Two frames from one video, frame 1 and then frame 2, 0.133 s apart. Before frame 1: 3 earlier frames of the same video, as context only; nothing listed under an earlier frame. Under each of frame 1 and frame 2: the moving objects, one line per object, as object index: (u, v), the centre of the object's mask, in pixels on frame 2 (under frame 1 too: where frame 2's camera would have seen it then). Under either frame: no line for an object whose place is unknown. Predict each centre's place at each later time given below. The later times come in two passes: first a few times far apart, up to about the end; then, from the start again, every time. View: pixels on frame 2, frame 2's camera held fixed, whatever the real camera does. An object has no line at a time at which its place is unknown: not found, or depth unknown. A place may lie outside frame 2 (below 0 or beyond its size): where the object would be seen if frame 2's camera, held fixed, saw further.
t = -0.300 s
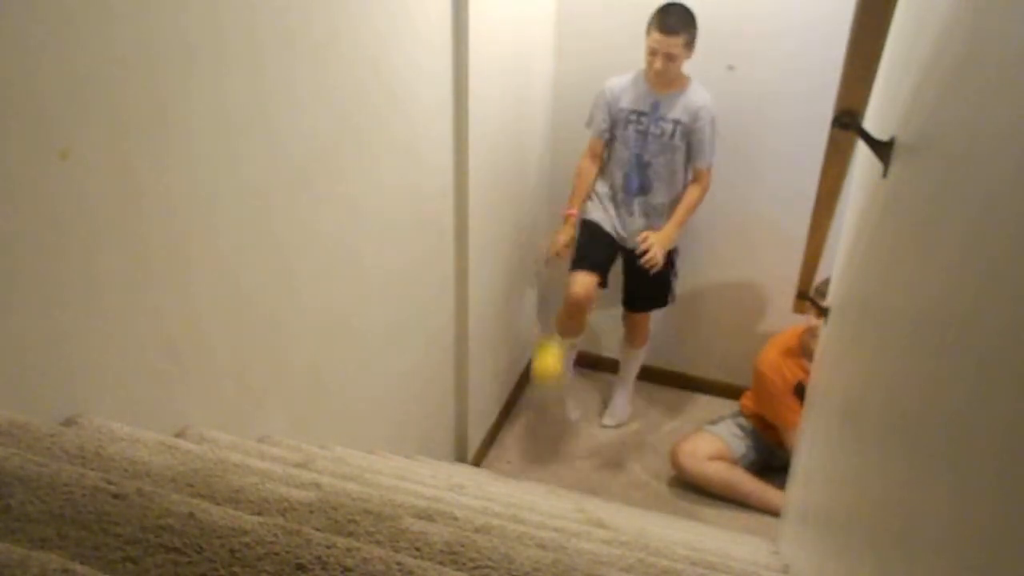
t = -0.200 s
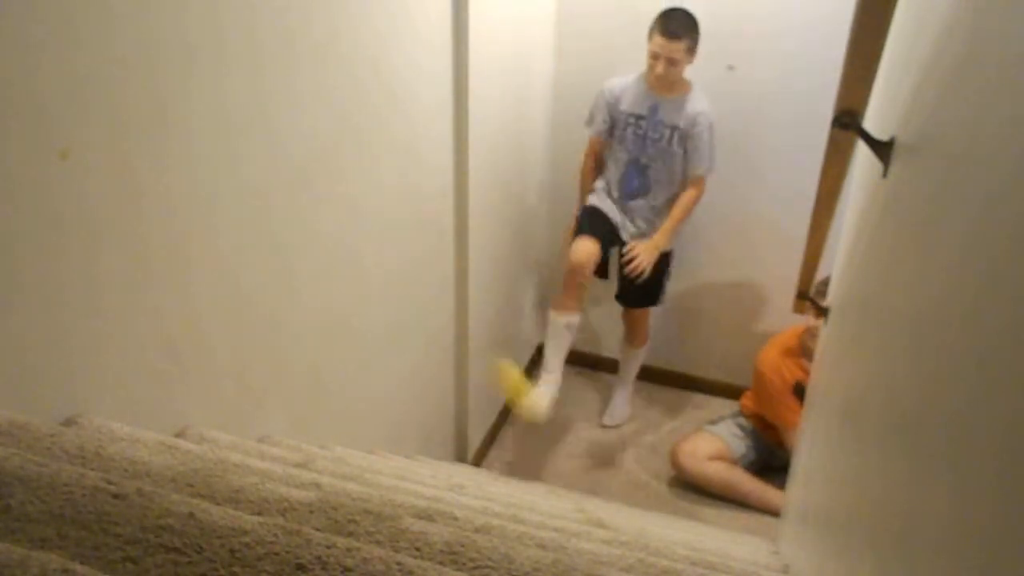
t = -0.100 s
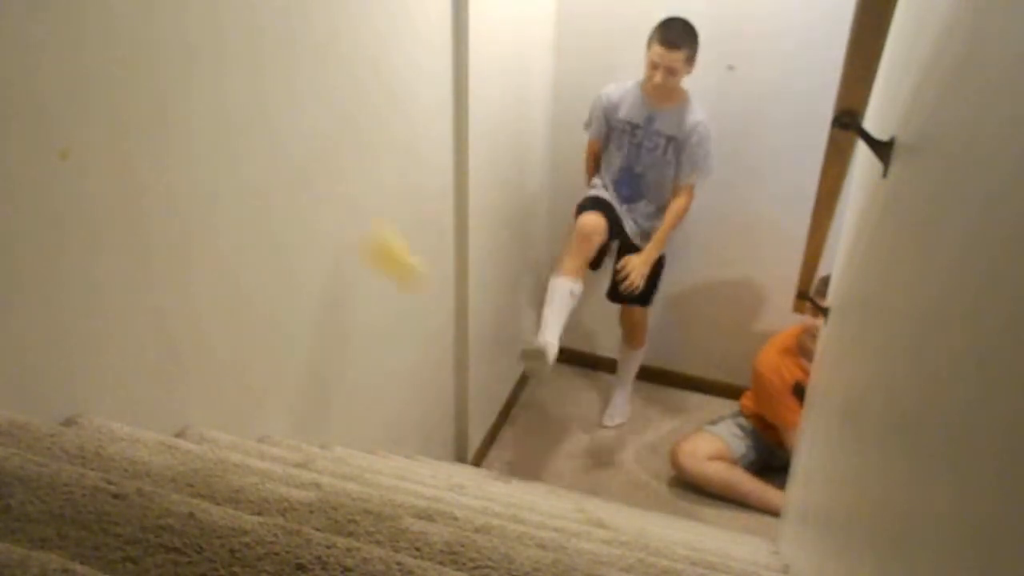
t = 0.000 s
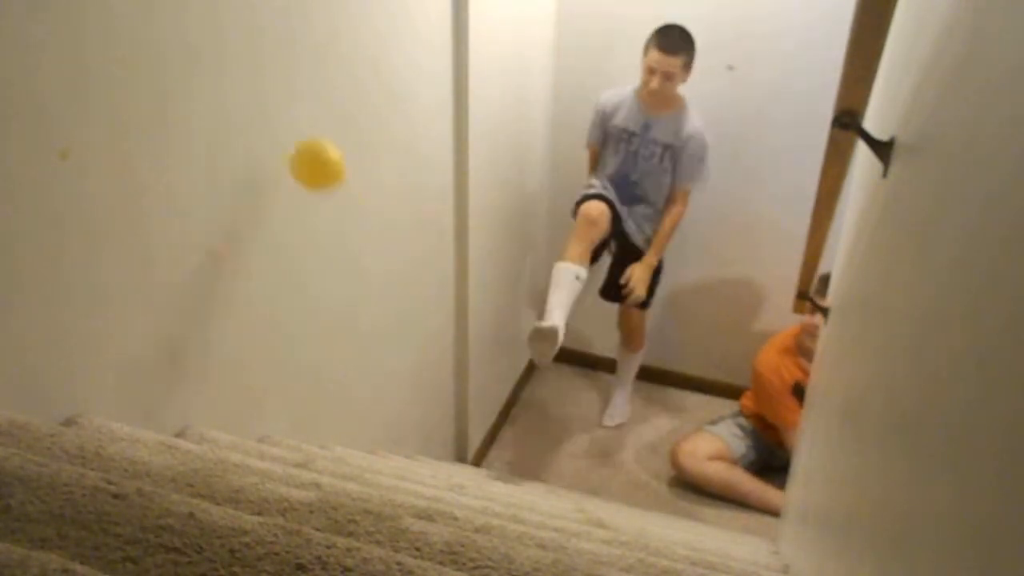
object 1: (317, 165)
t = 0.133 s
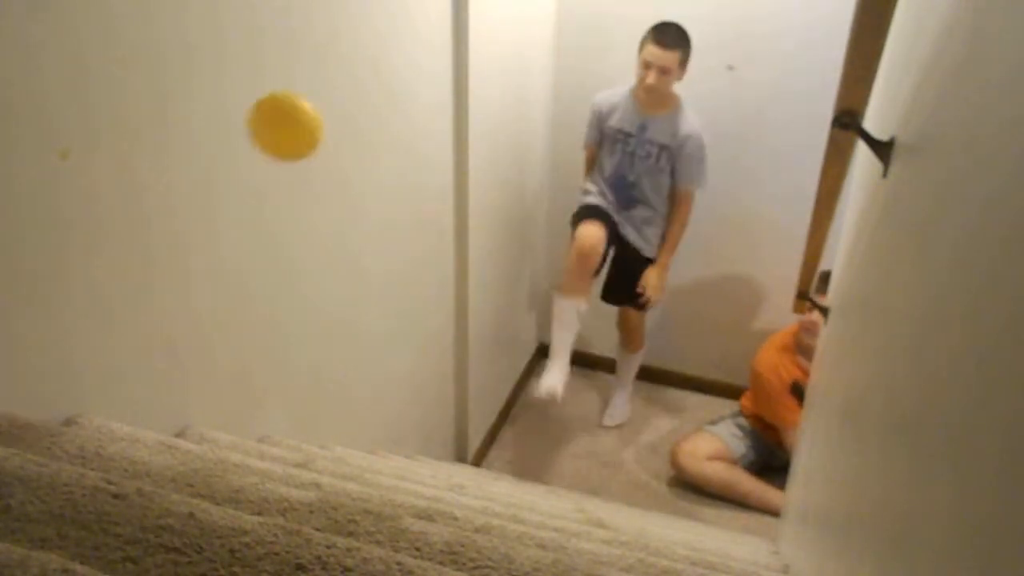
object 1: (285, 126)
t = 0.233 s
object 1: (256, 166)
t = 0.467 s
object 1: (298, 508)
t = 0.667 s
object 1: (458, 345)
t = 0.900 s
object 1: (583, 447)
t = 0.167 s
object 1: (278, 132)
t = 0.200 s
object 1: (265, 143)
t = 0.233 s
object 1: (256, 166)
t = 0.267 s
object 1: (242, 199)
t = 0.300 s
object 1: (230, 241)
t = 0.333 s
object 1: (220, 298)
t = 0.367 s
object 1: (200, 376)
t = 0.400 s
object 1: (195, 446)
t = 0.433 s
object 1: (230, 493)
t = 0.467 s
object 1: (298, 508)
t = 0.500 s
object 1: (320, 485)
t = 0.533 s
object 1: (347, 446)
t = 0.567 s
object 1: (379, 406)
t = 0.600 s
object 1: (405, 379)
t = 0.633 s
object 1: (434, 358)
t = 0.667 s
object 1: (458, 345)
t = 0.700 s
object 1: (482, 342)
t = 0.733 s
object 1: (506, 345)
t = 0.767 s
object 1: (525, 355)
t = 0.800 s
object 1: (544, 374)
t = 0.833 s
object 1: (560, 394)
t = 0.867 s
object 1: (571, 422)
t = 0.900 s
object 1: (583, 447)
